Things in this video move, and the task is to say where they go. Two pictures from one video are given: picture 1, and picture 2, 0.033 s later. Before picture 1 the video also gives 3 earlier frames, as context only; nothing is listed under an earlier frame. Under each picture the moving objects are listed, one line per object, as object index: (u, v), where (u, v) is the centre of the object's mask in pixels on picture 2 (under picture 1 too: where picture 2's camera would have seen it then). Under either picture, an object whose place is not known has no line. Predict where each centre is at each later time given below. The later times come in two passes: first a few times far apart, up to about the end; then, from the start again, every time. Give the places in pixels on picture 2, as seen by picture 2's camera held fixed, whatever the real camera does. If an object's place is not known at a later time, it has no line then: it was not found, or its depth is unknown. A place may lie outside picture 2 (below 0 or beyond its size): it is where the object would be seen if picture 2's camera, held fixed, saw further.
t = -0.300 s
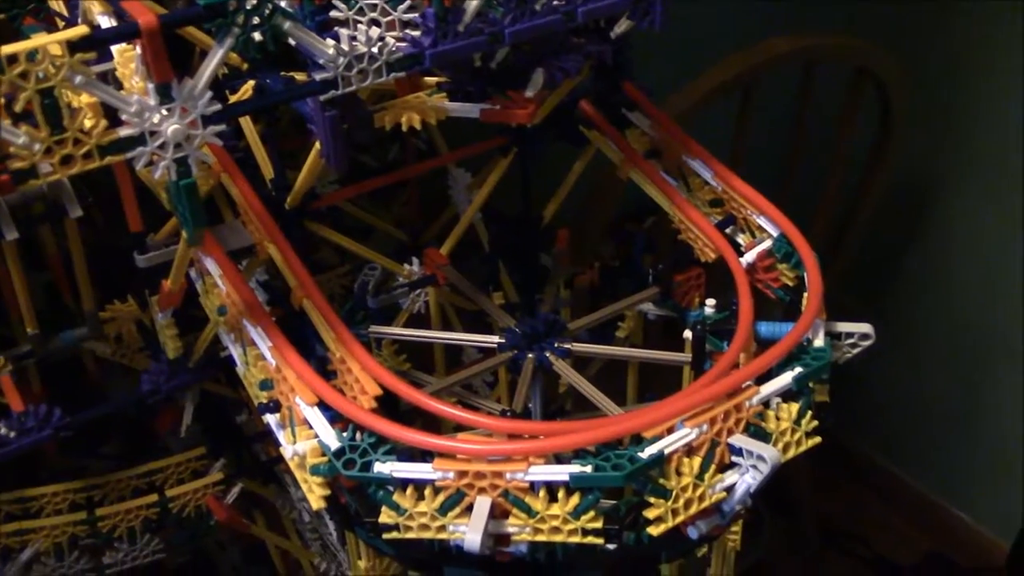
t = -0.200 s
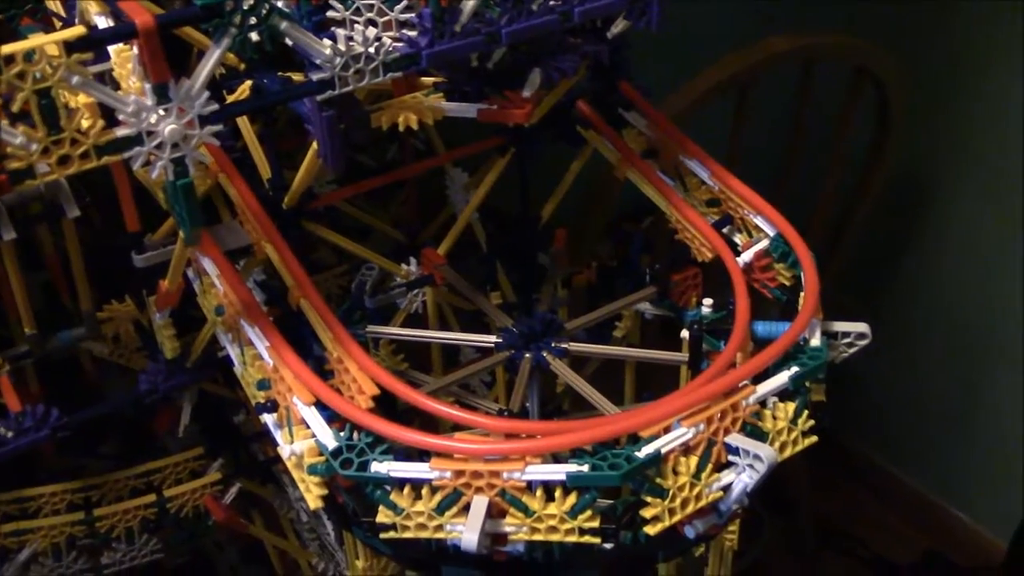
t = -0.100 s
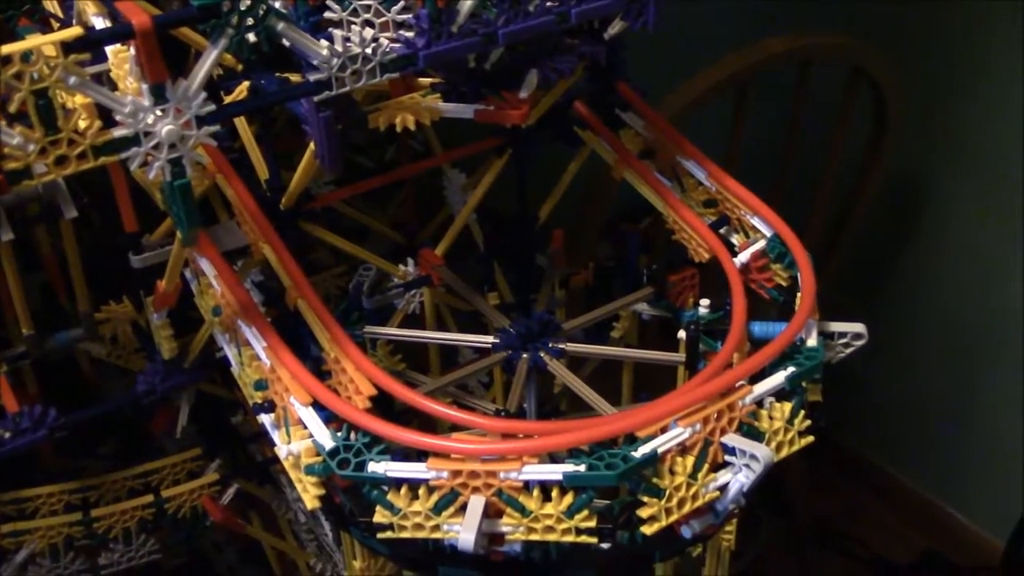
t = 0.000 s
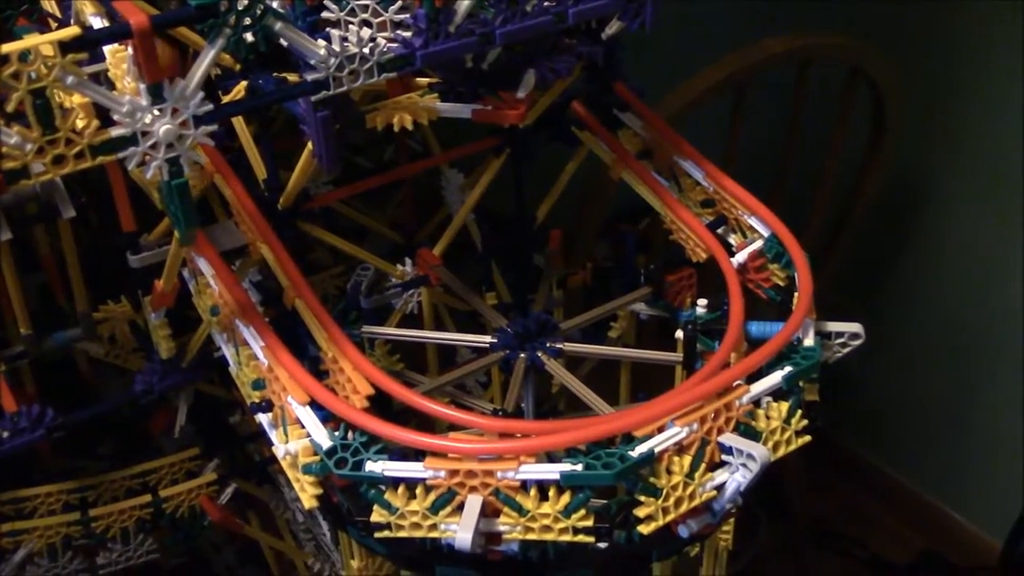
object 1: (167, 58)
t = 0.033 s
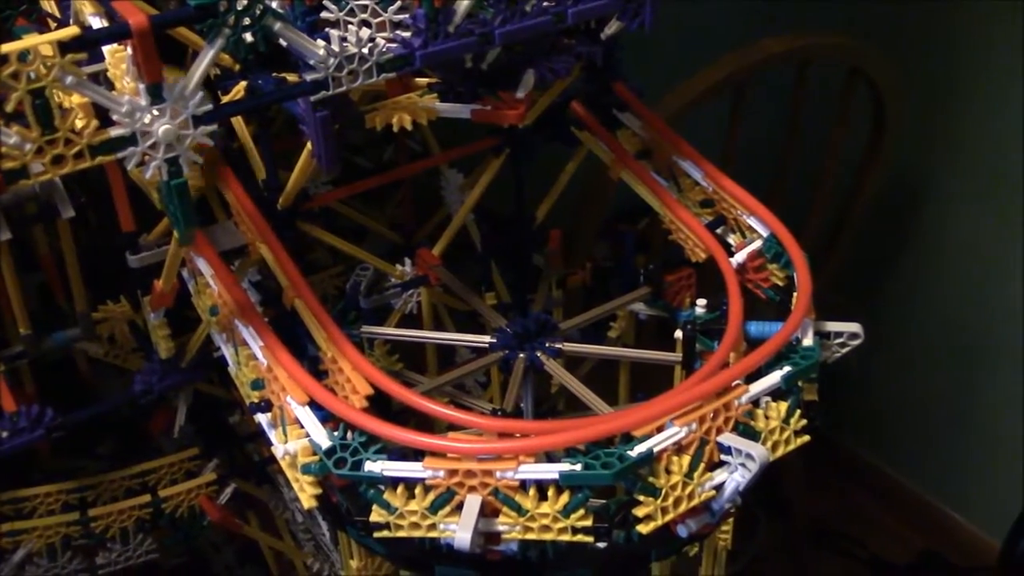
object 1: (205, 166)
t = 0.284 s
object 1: (633, 356)
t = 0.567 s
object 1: (667, 137)
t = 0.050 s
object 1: (215, 158)
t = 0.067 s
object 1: (223, 175)
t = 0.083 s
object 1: (234, 197)
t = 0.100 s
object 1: (245, 214)
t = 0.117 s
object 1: (267, 241)
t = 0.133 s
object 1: (288, 268)
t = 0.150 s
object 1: (314, 298)
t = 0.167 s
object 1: (338, 325)
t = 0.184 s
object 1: (372, 351)
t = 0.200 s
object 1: (416, 371)
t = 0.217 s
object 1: (459, 382)
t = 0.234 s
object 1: (506, 383)
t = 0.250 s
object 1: (549, 378)
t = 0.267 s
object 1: (592, 370)
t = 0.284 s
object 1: (633, 356)
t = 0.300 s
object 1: (661, 345)
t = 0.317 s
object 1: (692, 330)
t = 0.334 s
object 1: (715, 315)
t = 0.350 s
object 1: (736, 299)
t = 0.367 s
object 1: (748, 280)
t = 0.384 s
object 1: (754, 263)
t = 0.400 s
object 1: (754, 243)
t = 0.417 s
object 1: (751, 228)
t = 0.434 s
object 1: (743, 212)
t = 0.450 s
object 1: (733, 198)
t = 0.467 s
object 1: (722, 185)
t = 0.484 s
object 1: (711, 175)
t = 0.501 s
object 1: (701, 165)
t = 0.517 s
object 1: (691, 157)
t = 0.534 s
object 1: (682, 148)
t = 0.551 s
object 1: (674, 141)
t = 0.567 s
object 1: (667, 137)
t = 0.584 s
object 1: (662, 132)
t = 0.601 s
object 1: (657, 127)
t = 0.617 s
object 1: (655, 123)
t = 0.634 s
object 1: (654, 122)
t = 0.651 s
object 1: (653, 121)
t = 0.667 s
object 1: (652, 121)
